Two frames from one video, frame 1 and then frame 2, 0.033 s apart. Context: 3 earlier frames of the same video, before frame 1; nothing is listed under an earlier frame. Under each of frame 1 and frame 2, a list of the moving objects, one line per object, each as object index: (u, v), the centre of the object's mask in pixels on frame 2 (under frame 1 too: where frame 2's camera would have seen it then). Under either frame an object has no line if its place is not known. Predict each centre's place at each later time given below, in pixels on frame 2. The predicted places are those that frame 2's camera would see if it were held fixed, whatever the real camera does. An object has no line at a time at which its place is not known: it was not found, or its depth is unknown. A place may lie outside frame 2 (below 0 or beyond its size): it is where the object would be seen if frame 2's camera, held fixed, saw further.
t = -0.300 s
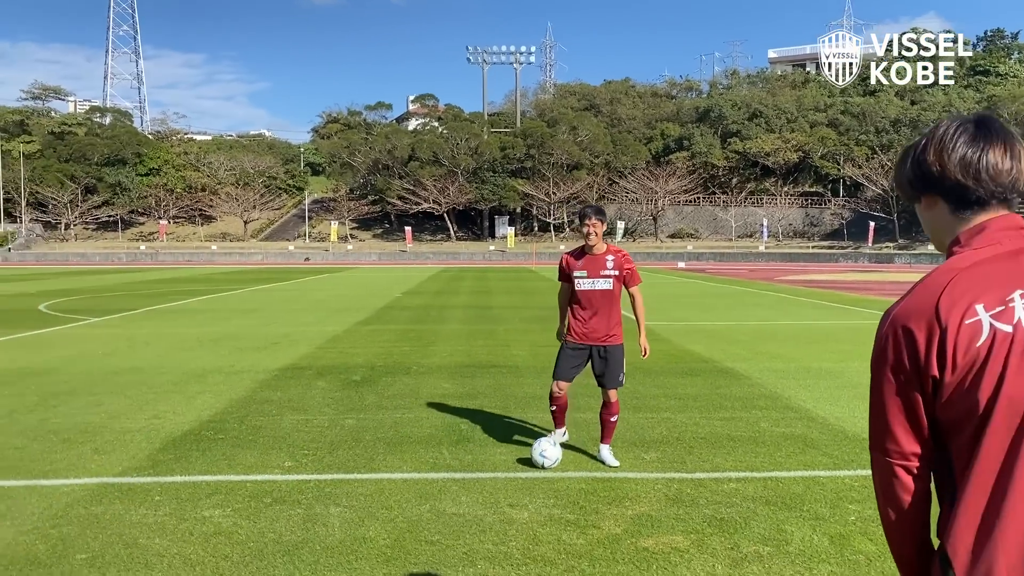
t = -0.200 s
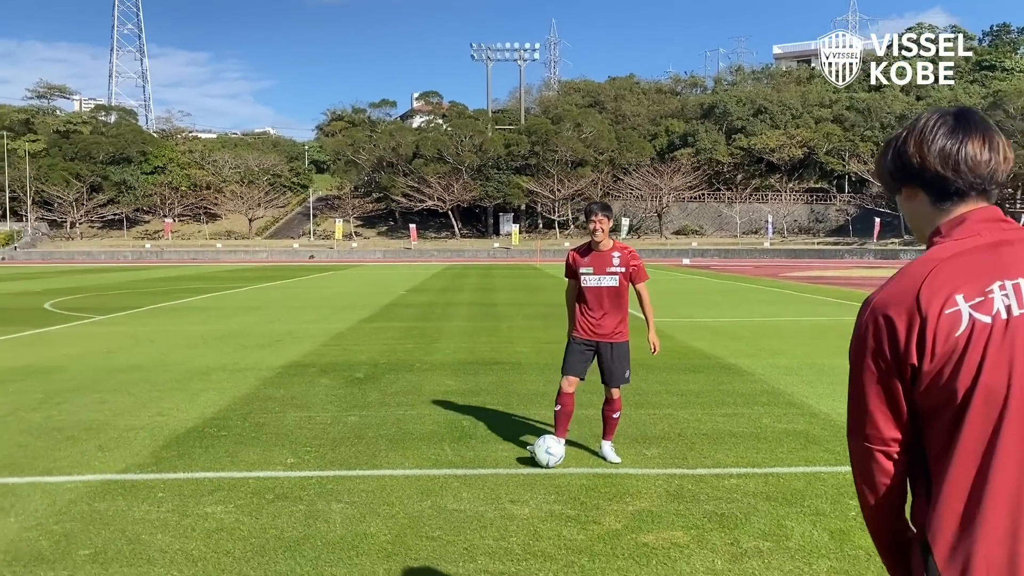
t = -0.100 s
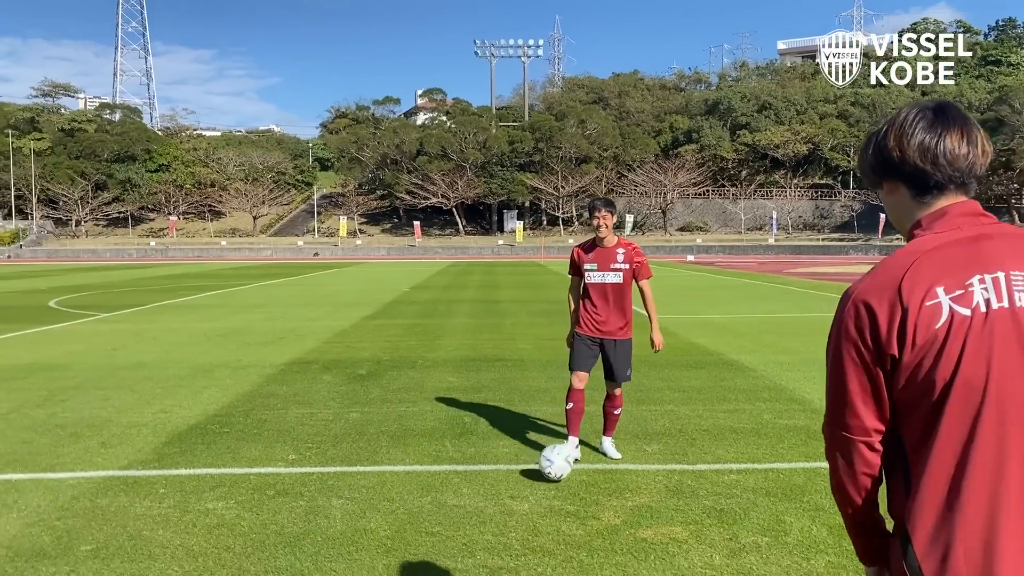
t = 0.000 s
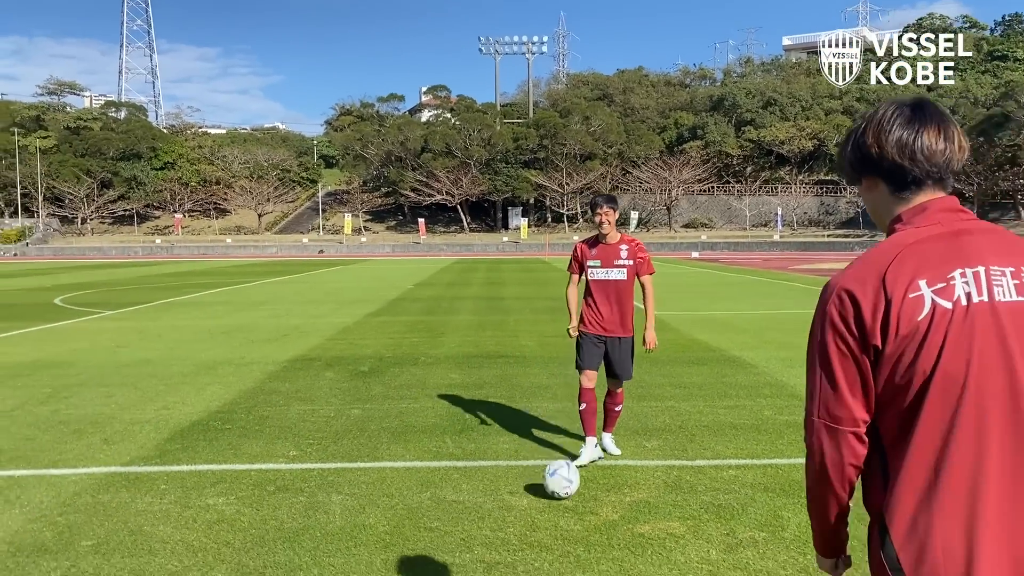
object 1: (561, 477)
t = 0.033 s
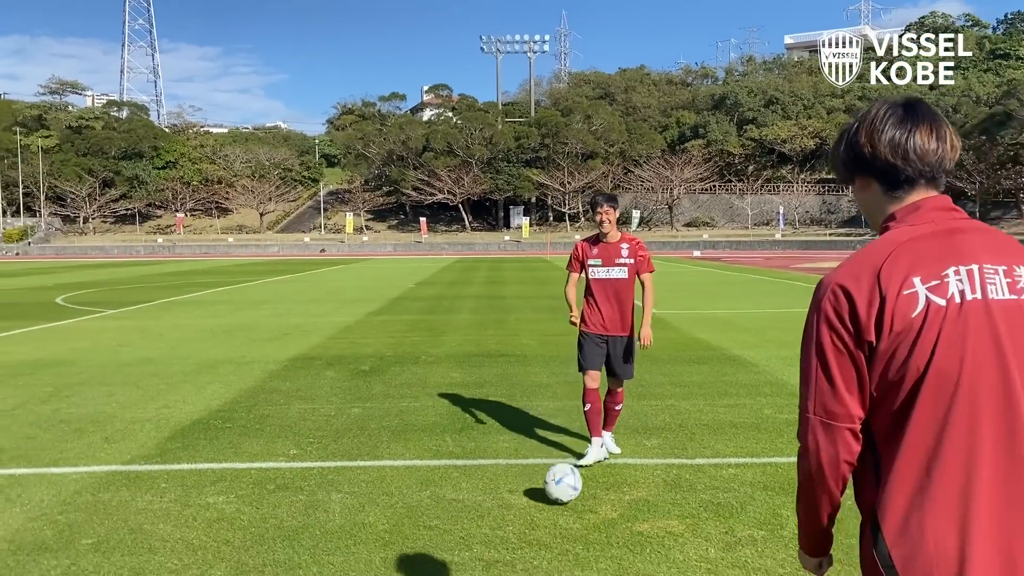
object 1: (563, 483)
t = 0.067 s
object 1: (565, 491)
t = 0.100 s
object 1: (567, 501)
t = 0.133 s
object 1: (568, 507)
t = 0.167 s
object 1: (570, 512)
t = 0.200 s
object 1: (572, 519)
